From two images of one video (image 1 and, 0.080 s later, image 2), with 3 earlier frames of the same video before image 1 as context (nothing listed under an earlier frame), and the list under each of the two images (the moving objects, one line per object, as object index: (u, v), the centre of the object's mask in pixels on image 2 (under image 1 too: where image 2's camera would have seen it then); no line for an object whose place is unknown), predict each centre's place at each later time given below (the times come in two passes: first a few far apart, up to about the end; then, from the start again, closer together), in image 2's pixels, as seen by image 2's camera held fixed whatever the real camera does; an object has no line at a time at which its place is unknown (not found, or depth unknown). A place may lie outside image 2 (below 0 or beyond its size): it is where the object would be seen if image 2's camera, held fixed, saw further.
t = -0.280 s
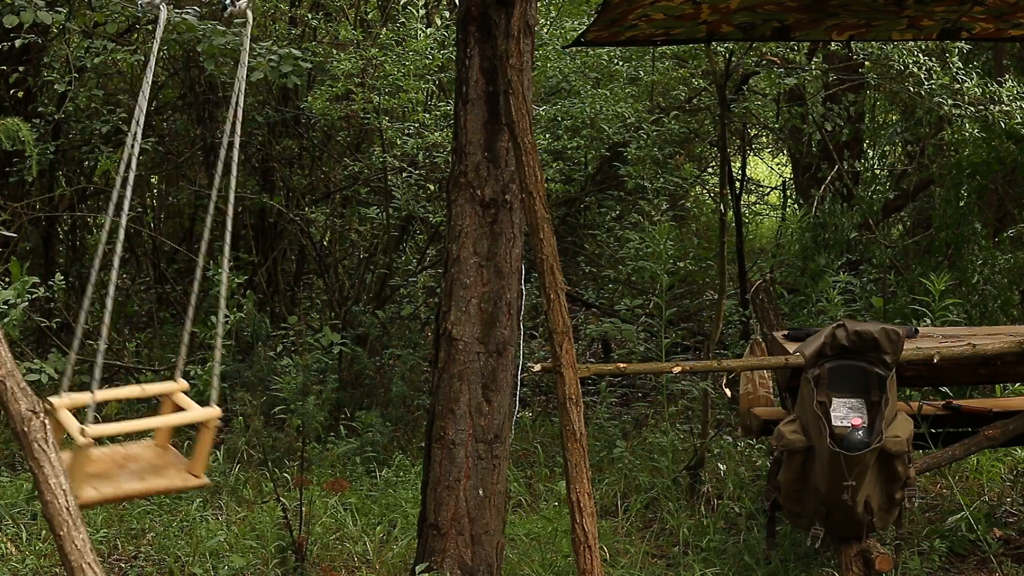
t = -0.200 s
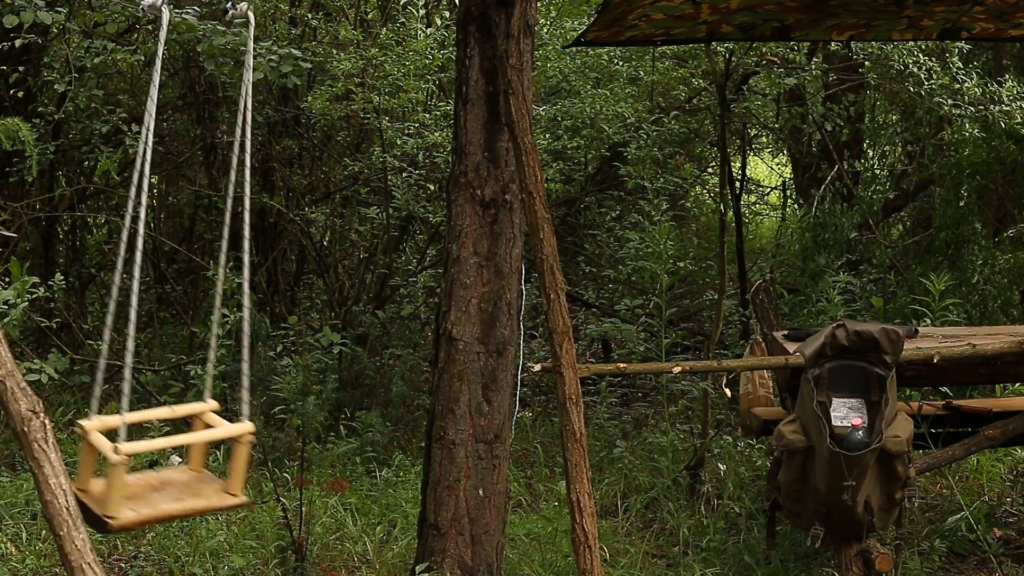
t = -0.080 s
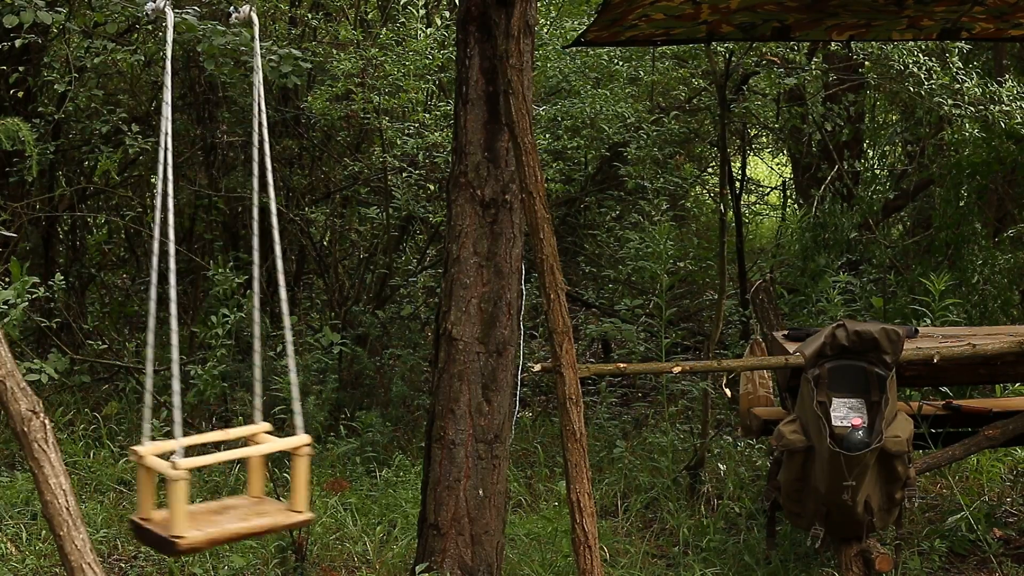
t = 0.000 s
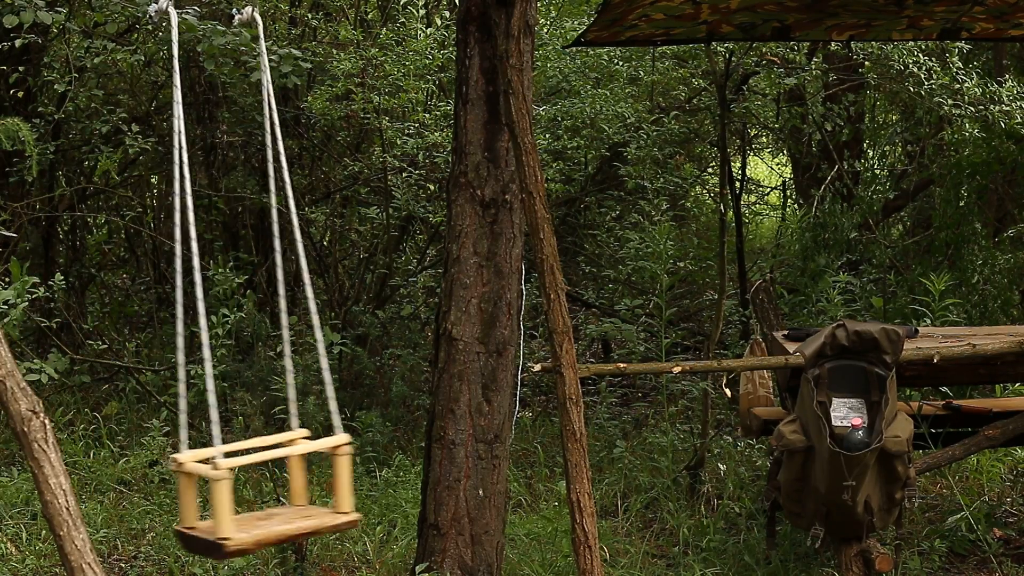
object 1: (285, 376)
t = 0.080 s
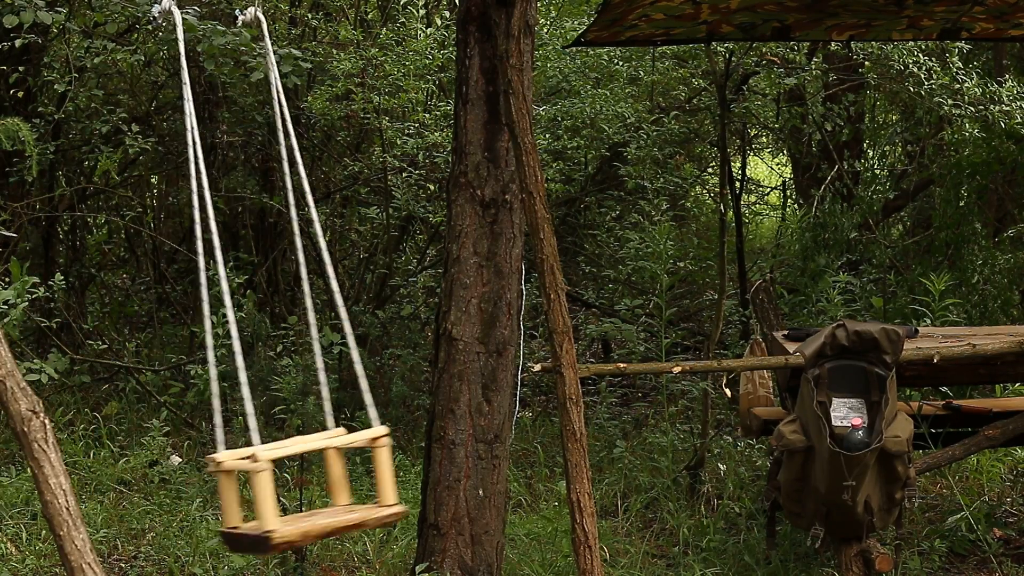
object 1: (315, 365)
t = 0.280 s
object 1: (377, 338)
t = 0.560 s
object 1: (407, 319)
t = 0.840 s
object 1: (354, 349)
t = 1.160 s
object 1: (232, 367)
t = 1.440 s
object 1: (152, 312)
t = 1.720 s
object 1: (138, 294)
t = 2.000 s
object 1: (182, 352)
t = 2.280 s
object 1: (283, 377)
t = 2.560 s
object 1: (373, 341)
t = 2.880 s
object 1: (401, 327)
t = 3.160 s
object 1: (340, 363)
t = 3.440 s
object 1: (232, 365)
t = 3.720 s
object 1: (155, 314)
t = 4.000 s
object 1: (143, 295)
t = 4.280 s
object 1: (186, 355)
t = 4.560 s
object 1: (286, 371)
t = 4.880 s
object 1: (380, 336)
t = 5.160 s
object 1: (397, 329)
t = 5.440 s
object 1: (335, 362)
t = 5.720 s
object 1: (228, 365)
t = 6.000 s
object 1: (156, 316)
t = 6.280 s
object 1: (144, 307)
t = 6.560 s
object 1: (191, 352)
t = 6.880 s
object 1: (304, 372)
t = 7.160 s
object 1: (381, 337)
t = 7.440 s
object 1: (393, 335)
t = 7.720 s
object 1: (328, 364)
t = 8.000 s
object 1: (224, 367)
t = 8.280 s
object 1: (156, 319)
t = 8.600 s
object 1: (150, 316)
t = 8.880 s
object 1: (210, 369)
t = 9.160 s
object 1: (308, 365)
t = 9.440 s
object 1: (381, 336)
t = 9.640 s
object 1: (393, 332)
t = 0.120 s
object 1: (329, 359)
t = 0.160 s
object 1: (342, 354)
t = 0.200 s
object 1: (355, 349)
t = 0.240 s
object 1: (367, 345)
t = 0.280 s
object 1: (377, 338)
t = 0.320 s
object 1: (385, 331)
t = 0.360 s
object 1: (393, 328)
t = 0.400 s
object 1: (399, 322)
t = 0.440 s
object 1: (404, 320)
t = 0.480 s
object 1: (406, 317)
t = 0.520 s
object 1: (407, 316)
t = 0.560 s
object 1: (407, 319)
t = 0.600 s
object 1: (406, 324)
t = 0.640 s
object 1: (401, 324)
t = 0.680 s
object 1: (395, 330)
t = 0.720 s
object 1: (388, 337)
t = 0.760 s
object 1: (379, 342)
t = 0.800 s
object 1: (368, 350)
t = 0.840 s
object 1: (354, 349)
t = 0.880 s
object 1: (344, 359)
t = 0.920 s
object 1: (329, 368)
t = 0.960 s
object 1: (315, 375)
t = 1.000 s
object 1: (298, 375)
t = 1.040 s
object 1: (281, 377)
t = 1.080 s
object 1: (264, 375)
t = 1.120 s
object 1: (247, 377)
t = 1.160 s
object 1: (232, 367)
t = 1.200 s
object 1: (216, 367)
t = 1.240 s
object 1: (201, 363)
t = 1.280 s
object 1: (189, 352)
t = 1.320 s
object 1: (178, 336)
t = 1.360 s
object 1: (168, 329)
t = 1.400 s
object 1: (159, 320)
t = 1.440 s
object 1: (152, 312)
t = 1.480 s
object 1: (147, 306)
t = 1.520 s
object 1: (142, 300)
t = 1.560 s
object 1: (138, 297)
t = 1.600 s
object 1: (137, 293)
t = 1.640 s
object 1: (136, 291)
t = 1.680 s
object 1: (135, 294)
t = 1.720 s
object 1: (138, 294)
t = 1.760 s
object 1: (140, 300)
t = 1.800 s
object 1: (143, 307)
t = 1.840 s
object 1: (148, 315)
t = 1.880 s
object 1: (156, 319)
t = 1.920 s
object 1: (163, 328)
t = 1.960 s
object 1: (172, 340)
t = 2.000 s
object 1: (182, 352)
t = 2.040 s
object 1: (194, 356)
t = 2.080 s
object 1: (208, 366)
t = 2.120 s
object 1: (222, 373)
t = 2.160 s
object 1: (237, 374)
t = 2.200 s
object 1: (252, 371)
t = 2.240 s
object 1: (268, 376)
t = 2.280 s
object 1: (283, 377)
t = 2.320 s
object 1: (298, 370)
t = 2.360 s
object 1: (312, 364)
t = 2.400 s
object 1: (326, 363)
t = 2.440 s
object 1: (340, 358)
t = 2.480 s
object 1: (351, 352)
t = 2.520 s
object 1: (363, 348)
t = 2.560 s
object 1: (373, 341)
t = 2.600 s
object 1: (382, 337)
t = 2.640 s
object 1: (389, 330)
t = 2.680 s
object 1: (395, 327)
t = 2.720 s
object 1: (399, 323)
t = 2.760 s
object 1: (402, 324)
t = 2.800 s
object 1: (404, 324)
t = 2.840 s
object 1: (403, 323)
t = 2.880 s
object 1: (401, 327)
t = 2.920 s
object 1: (396, 327)
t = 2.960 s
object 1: (392, 334)
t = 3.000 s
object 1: (384, 339)
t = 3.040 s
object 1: (375, 345)
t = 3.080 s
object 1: (364, 350)
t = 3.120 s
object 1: (352, 353)
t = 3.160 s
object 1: (340, 363)
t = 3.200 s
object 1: (326, 367)
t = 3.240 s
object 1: (311, 372)
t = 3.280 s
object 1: (295, 376)
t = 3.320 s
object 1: (279, 375)
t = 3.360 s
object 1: (263, 373)
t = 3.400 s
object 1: (247, 375)
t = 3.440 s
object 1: (232, 365)
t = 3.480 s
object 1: (218, 359)
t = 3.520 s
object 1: (203, 359)
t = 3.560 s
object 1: (191, 346)
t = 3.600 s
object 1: (181, 334)
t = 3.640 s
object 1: (170, 331)
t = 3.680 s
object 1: (161, 324)
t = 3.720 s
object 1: (155, 314)
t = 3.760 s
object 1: (150, 309)
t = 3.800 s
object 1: (144, 307)
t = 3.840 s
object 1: (141, 302)
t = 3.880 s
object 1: (139, 299)
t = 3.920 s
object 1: (140, 297)
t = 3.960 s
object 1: (139, 299)
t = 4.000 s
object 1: (143, 295)
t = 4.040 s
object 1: (146, 299)
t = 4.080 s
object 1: (148, 312)
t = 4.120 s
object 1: (152, 318)
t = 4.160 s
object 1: (160, 324)
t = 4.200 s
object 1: (166, 336)
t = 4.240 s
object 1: (175, 346)
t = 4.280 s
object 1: (186, 355)
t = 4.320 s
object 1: (197, 364)
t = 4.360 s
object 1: (212, 364)
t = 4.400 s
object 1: (226, 374)
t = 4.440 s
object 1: (240, 375)
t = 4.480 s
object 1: (255, 376)
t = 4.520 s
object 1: (271, 377)
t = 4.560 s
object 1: (286, 371)
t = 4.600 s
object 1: (300, 373)
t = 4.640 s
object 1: (314, 363)
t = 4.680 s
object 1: (328, 363)
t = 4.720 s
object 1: (339, 356)
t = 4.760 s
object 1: (351, 352)
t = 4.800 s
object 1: (364, 349)
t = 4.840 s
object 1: (371, 338)
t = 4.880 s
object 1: (380, 336)
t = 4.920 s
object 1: (388, 333)
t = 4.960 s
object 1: (393, 330)
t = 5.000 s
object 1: (395, 324)
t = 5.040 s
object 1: (400, 326)
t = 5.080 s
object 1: (400, 325)
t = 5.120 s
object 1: (400, 329)
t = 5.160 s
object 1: (397, 329)
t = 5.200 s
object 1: (393, 335)
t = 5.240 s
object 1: (386, 334)
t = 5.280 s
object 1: (379, 340)
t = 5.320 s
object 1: (370, 347)
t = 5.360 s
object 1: (359, 353)
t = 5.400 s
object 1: (348, 360)
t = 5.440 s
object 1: (335, 362)
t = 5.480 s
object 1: (321, 371)
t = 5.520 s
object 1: (306, 369)
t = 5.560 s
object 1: (290, 375)
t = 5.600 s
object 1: (275, 373)
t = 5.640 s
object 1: (259, 371)
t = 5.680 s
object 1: (243, 368)
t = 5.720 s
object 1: (228, 365)
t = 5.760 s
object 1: (215, 360)
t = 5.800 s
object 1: (200, 359)
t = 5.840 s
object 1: (190, 349)
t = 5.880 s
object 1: (179, 337)
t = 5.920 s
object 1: (170, 331)
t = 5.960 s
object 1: (163, 324)
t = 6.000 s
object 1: (156, 316)
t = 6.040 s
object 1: (151, 312)
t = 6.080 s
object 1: (147, 307)
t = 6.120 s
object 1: (143, 307)
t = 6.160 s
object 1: (141, 306)
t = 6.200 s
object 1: (142, 302)
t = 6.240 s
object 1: (141, 307)
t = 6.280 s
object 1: (144, 307)
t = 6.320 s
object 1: (147, 312)
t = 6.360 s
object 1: (150, 318)
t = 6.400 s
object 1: (156, 323)
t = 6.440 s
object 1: (162, 330)
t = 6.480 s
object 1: (170, 342)
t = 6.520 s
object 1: (180, 345)
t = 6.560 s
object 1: (191, 352)
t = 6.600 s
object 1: (203, 368)
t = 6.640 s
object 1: (216, 374)
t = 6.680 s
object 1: (230, 371)
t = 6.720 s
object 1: (245, 375)
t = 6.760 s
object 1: (260, 376)
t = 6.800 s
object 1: (275, 375)
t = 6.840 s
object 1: (290, 372)
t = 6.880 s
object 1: (304, 372)
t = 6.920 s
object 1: (317, 364)
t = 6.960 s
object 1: (330, 358)
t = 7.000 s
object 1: (342, 355)
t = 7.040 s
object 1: (352, 348)
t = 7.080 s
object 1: (365, 348)
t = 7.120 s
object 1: (373, 338)
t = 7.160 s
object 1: (381, 337)
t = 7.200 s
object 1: (387, 333)
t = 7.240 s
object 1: (392, 331)
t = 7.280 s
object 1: (395, 328)
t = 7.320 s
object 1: (397, 327)
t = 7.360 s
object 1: (397, 327)
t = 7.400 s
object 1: (396, 331)
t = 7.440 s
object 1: (393, 335)
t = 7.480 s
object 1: (388, 336)
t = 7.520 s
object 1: (381, 340)
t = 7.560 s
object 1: (373, 344)
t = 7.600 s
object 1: (364, 352)
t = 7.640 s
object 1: (352, 353)
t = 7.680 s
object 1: (340, 358)
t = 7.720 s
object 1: (328, 364)
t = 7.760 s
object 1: (314, 369)
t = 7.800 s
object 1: (299, 374)
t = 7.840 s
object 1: (284, 374)
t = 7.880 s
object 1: (268, 373)
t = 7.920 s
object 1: (252, 372)
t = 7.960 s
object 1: (238, 367)
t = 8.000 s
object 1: (224, 367)
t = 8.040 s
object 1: (209, 364)
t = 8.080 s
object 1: (198, 352)
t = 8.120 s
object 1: (187, 347)
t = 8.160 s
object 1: (177, 337)
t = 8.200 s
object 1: (169, 332)
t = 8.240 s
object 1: (162, 324)
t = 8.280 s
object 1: (156, 319)
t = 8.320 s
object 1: (151, 315)
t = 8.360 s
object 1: (148, 309)
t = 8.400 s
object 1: (145, 309)
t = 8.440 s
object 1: (144, 307)
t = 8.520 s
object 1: (145, 310)
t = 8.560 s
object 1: (147, 315)
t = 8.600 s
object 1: (150, 316)
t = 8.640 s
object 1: (155, 322)
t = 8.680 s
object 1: (160, 331)
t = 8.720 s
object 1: (166, 339)
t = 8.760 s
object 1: (176, 346)
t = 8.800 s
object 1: (187, 351)
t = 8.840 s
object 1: (196, 361)
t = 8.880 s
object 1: (210, 369)
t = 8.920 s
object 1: (223, 372)
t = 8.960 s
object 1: (237, 373)
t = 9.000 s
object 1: (252, 375)
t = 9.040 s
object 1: (266, 375)
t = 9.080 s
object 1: (281, 376)
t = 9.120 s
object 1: (295, 367)
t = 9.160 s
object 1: (308, 365)
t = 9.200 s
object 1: (323, 363)
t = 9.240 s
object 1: (335, 359)
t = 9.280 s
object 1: (346, 353)
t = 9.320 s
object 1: (356, 347)
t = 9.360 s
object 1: (367, 346)
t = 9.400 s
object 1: (374, 340)
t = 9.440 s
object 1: (381, 336)
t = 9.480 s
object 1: (386, 333)
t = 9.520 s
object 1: (392, 335)
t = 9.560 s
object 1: (394, 332)
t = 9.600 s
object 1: (394, 331)
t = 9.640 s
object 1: (393, 332)
